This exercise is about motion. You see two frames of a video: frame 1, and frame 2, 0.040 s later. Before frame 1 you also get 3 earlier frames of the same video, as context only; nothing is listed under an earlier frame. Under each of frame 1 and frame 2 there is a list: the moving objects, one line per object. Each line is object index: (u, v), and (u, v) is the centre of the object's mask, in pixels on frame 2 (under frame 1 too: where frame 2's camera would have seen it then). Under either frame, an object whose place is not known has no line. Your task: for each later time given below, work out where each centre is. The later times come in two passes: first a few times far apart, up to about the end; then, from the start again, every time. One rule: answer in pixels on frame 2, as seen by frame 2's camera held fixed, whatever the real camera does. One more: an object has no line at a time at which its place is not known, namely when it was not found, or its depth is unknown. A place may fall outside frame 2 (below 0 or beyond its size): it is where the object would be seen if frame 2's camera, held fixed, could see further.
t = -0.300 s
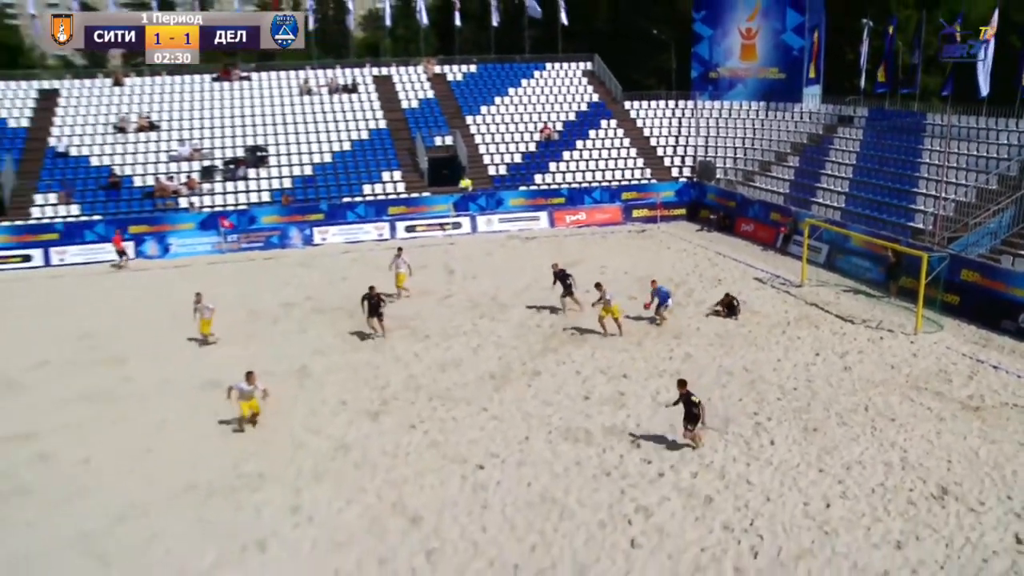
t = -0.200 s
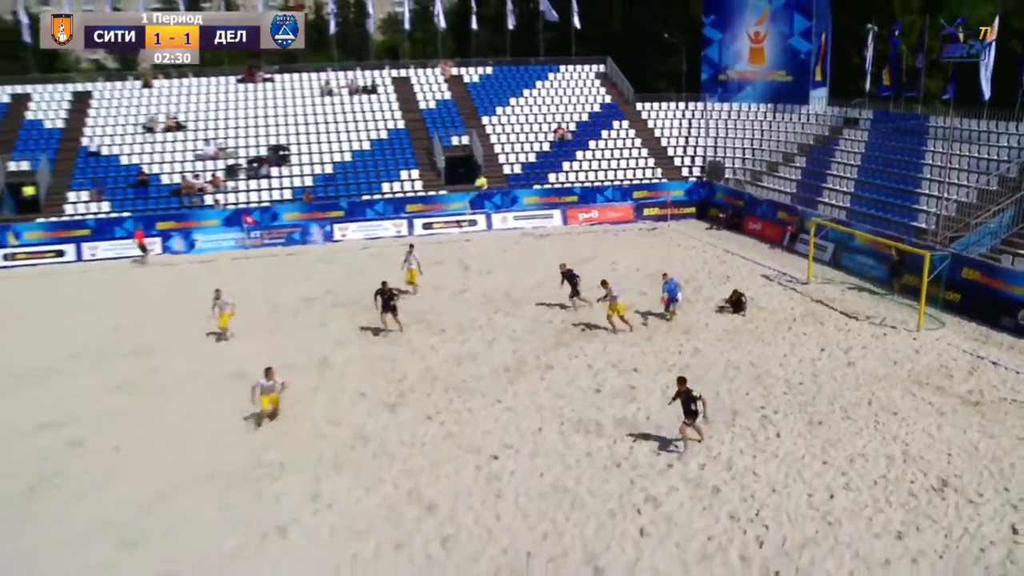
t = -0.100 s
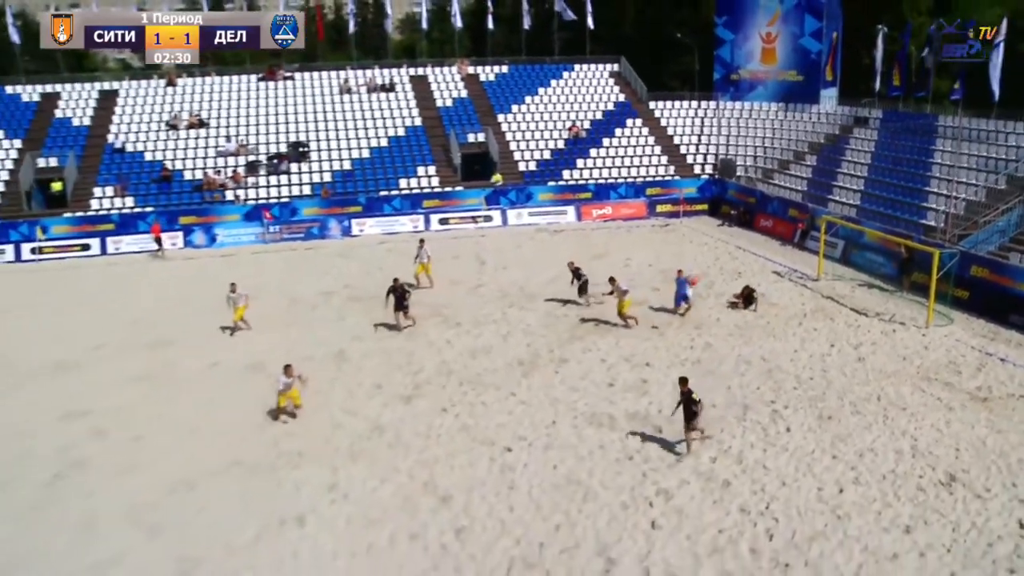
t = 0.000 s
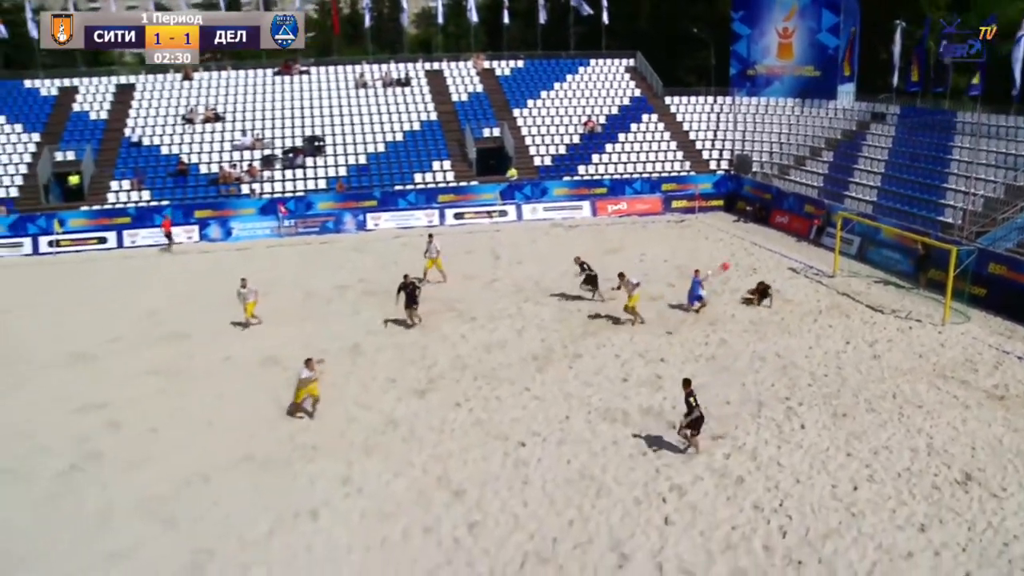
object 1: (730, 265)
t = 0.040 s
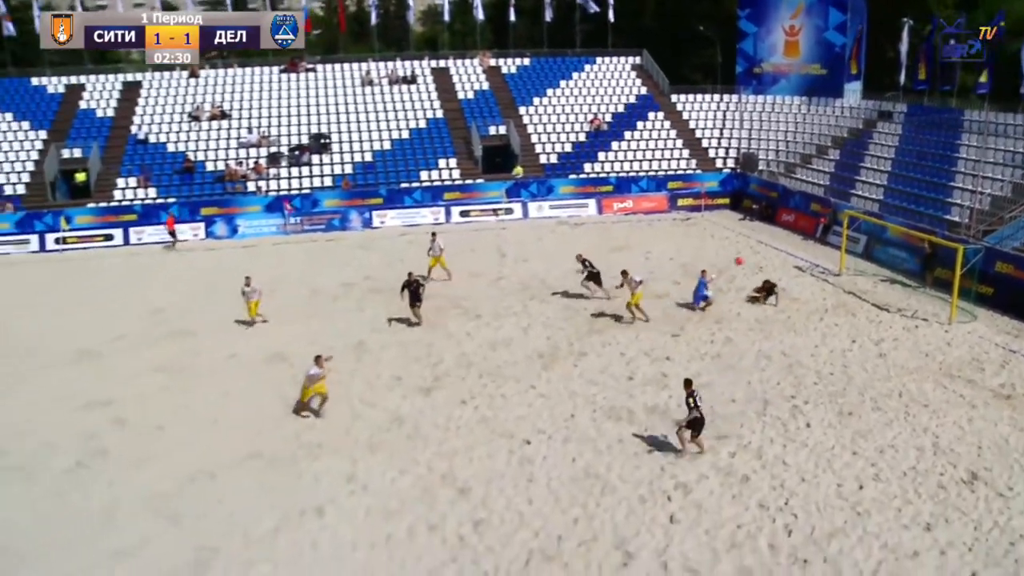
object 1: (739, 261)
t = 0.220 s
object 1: (775, 253)
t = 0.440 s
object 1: (828, 266)
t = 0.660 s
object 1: (896, 314)
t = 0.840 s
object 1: (965, 394)
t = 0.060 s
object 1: (742, 259)
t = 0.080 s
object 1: (745, 258)
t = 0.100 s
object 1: (750, 256)
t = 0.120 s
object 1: (754, 256)
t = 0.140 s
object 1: (759, 255)
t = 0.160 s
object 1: (763, 253)
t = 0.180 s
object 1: (766, 253)
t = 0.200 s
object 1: (771, 253)
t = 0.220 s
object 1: (775, 253)
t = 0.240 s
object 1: (780, 253)
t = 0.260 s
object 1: (785, 253)
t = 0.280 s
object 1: (789, 254)
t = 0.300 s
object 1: (793, 254)
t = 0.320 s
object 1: (798, 255)
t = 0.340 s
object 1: (803, 257)
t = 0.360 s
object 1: (808, 258)
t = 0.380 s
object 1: (813, 260)
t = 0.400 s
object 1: (818, 262)
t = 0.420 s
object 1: (823, 264)
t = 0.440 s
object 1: (828, 266)
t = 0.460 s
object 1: (835, 269)
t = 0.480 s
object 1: (840, 272)
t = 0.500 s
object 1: (845, 275)
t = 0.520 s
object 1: (851, 279)
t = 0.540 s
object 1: (856, 283)
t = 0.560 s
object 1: (863, 287)
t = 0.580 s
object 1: (869, 291)
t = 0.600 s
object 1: (875, 297)
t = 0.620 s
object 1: (882, 303)
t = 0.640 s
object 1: (888, 308)
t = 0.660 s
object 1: (896, 314)
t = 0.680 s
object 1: (902, 321)
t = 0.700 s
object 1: (909, 328)
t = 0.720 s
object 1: (917, 337)
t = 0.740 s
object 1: (924, 345)
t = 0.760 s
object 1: (932, 354)
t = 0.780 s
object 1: (939, 363)
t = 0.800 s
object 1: (948, 373)
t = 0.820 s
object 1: (956, 383)
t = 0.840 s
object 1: (965, 394)
